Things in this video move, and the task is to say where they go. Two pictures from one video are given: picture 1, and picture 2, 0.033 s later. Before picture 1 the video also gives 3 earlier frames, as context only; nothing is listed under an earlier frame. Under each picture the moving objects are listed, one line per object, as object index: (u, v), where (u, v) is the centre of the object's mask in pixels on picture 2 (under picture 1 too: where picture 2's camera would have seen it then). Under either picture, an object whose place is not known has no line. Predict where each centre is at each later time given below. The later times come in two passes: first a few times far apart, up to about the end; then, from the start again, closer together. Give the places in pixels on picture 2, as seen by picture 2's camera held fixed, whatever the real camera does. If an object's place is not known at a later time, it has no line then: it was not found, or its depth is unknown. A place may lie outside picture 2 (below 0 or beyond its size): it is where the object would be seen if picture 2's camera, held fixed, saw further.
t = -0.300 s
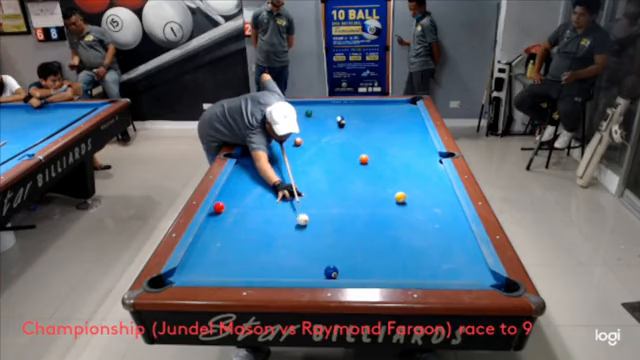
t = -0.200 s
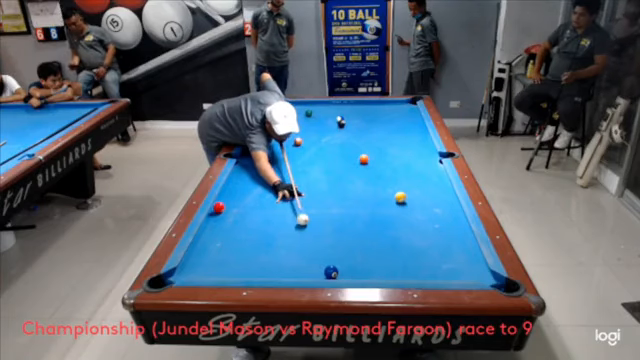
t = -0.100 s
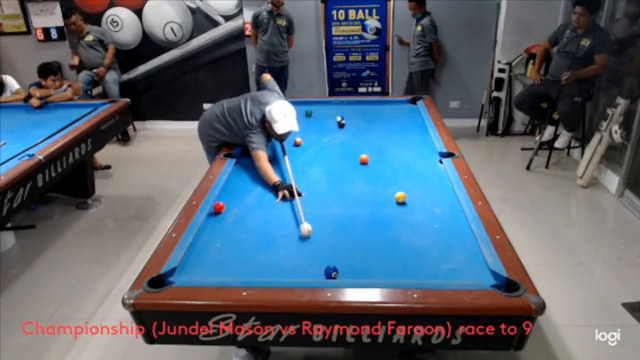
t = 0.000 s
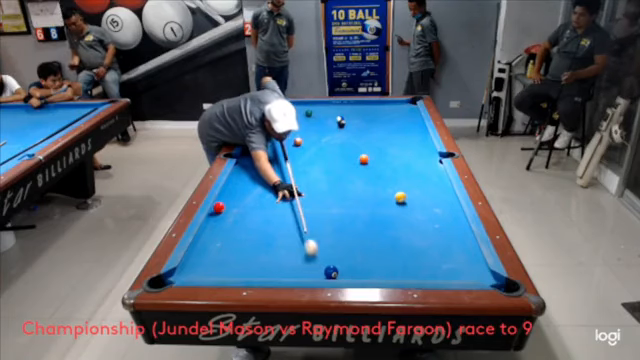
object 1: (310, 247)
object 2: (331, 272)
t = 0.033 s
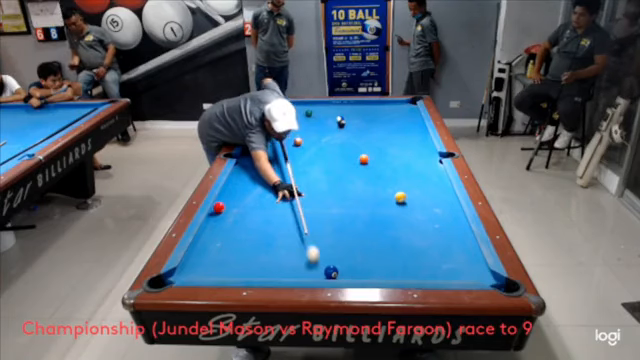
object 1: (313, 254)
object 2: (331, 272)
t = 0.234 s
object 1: (310, 267)
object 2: (348, 274)
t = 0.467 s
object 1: (305, 246)
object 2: (370, 274)
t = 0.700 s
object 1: (300, 229)
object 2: (389, 272)
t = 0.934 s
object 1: (296, 214)
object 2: (406, 269)
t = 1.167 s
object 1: (292, 201)
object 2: (422, 265)
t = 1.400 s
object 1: (289, 190)
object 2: (437, 263)
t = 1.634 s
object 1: (286, 180)
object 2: (450, 260)
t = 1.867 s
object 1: (284, 171)
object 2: (462, 258)
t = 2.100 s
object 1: (282, 163)
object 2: (472, 257)
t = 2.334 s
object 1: (280, 156)
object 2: (473, 255)
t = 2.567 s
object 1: (278, 150)
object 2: (468, 254)
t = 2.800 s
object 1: (277, 145)
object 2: (464, 254)
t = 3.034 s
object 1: (276, 140)
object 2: (461, 254)
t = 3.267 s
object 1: (275, 135)
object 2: (459, 254)
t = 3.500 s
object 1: (274, 131)
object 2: (459, 254)
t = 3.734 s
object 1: (274, 127)
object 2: (459, 254)
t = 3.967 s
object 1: (273, 124)
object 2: (459, 254)
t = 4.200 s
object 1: (272, 121)
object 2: (459, 254)
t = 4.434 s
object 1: (272, 118)
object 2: (459, 254)
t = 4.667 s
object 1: (272, 116)
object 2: (459, 254)
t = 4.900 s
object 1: (272, 114)
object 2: (459, 254)
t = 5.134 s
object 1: (272, 112)
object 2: (459, 254)
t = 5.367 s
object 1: (271, 111)
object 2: (459, 254)
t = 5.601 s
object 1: (271, 109)
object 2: (459, 254)
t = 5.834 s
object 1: (271, 108)
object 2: (459, 254)
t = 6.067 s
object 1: (271, 107)
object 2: (459, 254)
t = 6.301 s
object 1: (271, 106)
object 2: (459, 254)
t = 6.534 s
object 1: (271, 105)
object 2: (459, 254)
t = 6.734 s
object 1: (272, 104)
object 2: (459, 254)
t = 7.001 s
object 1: (272, 104)
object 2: (459, 254)
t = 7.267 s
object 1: (272, 104)
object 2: (459, 254)
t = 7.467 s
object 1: (272, 104)
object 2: (459, 254)
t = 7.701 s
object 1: (272, 103)
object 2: (459, 254)
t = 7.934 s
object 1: (272, 104)
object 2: (459, 254)
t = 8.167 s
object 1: (272, 104)
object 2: (459, 254)
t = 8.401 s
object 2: (459, 254)
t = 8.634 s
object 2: (459, 254)
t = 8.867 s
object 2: (459, 254)
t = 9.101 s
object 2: (459, 254)
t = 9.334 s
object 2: (459, 254)
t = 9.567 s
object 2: (459, 254)
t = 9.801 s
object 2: (459, 254)
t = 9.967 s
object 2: (459, 254)
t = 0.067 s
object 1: (315, 260)
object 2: (331, 272)
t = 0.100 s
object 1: (317, 268)
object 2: (331, 272)
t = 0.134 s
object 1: (314, 273)
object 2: (335, 272)
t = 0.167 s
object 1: (312, 273)
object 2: (340, 274)
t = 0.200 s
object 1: (311, 270)
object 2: (344, 274)
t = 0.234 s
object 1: (310, 267)
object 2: (348, 274)
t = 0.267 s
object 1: (310, 264)
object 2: (352, 275)
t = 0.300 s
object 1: (309, 261)
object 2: (355, 275)
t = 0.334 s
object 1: (308, 258)
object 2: (358, 275)
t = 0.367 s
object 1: (307, 255)
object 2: (361, 275)
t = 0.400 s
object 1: (306, 252)
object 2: (364, 274)
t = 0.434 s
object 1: (305, 249)
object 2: (367, 274)
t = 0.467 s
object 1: (305, 246)
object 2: (370, 274)
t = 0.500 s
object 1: (304, 244)
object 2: (373, 273)
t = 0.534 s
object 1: (303, 241)
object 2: (375, 273)
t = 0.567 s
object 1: (302, 239)
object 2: (378, 273)
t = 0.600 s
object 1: (302, 236)
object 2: (381, 272)
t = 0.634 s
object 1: (301, 234)
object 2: (384, 272)
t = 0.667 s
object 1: (300, 231)
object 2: (387, 272)
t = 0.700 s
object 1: (300, 229)
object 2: (389, 272)
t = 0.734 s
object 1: (299, 227)
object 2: (392, 272)
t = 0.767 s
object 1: (298, 224)
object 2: (394, 272)
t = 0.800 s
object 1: (298, 222)
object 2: (396, 271)
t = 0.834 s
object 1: (297, 220)
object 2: (399, 270)
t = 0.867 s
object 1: (297, 218)
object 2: (401, 270)
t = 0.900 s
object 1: (296, 216)
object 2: (404, 270)
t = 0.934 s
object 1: (296, 214)
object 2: (406, 269)
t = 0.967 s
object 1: (295, 212)
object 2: (409, 269)
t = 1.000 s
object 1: (295, 210)
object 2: (411, 268)
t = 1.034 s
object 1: (294, 208)
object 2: (413, 267)
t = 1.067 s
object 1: (294, 206)
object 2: (416, 267)
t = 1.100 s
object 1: (293, 205)
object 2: (418, 267)
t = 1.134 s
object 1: (293, 203)
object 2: (420, 266)
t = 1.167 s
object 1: (292, 201)
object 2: (422, 265)
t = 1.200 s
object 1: (292, 199)
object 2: (424, 264)
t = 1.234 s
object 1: (291, 198)
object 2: (427, 264)
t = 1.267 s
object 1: (291, 196)
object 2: (429, 264)
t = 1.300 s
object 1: (290, 195)
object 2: (431, 263)
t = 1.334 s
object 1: (290, 193)
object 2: (433, 263)
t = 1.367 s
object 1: (290, 192)
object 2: (435, 263)
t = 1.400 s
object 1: (289, 190)
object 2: (437, 263)
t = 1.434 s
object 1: (289, 188)
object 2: (439, 262)
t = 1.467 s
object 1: (288, 187)
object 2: (441, 262)
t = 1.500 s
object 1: (288, 185)
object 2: (443, 262)
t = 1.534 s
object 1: (287, 184)
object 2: (445, 261)
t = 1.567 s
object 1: (287, 183)
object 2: (446, 261)
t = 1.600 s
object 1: (287, 181)
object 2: (448, 260)
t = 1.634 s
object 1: (286, 180)
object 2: (450, 260)
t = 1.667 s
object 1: (286, 179)
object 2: (452, 260)
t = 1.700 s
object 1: (286, 177)
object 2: (454, 260)
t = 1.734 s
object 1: (285, 176)
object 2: (455, 259)
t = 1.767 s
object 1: (285, 175)
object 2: (457, 259)
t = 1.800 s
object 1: (285, 174)
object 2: (459, 259)
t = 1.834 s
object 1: (284, 172)
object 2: (460, 259)
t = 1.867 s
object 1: (284, 171)
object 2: (462, 258)
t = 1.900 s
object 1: (284, 170)
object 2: (464, 258)
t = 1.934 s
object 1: (284, 169)
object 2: (465, 258)
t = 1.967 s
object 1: (283, 168)
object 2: (467, 258)
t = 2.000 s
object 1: (283, 166)
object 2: (468, 257)
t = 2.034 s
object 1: (283, 165)
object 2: (470, 257)
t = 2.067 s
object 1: (282, 164)
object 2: (471, 256)
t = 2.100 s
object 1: (282, 163)
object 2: (472, 257)
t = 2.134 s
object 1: (281, 162)
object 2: (474, 256)
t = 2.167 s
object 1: (281, 161)
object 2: (474, 256)
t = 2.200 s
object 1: (281, 160)
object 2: (476, 256)
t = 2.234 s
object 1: (281, 159)
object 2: (475, 256)
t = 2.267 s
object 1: (281, 158)
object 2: (474, 256)
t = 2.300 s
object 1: (280, 158)
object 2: (473, 256)
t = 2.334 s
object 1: (280, 156)
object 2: (473, 255)
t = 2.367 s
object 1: (280, 156)
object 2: (472, 255)
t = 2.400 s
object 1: (280, 155)
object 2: (471, 255)
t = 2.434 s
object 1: (279, 154)
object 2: (471, 255)
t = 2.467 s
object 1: (279, 153)
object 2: (470, 255)
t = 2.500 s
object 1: (279, 152)
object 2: (469, 254)
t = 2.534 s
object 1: (279, 151)
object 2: (469, 254)
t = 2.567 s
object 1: (278, 150)
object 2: (468, 254)
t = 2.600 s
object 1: (278, 149)
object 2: (467, 254)
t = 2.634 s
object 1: (278, 148)
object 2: (467, 254)
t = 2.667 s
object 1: (278, 148)
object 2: (466, 254)
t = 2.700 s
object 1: (278, 147)
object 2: (465, 254)
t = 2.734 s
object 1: (278, 146)
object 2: (465, 254)
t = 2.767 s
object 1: (277, 145)
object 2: (464, 254)
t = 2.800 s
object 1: (277, 145)
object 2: (464, 254)
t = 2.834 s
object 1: (277, 144)
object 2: (463, 254)
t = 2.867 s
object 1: (277, 143)
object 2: (463, 254)
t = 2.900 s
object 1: (277, 142)
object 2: (462, 254)
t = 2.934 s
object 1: (276, 142)
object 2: (462, 254)
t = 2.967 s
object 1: (277, 141)
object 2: (461, 254)
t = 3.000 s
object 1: (276, 140)
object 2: (461, 254)
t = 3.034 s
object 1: (276, 140)
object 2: (461, 254)
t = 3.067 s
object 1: (276, 139)
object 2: (460, 254)
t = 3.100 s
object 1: (276, 138)
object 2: (460, 254)
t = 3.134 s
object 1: (276, 138)
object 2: (460, 254)
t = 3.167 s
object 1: (276, 137)
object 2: (460, 254)
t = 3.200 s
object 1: (276, 136)
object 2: (460, 254)
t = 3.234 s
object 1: (275, 136)
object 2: (459, 254)
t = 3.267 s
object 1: (275, 135)
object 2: (459, 254)
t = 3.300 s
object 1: (275, 134)
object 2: (459, 254)
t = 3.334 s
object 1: (275, 134)
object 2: (459, 254)
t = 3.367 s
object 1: (275, 133)
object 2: (459, 254)
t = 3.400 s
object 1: (275, 133)
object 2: (459, 254)
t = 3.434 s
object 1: (275, 132)
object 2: (459, 254)
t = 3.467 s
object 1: (275, 131)
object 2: (459, 254)
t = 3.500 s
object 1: (274, 131)
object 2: (459, 254)
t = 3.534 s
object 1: (274, 131)
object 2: (459, 254)
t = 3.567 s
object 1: (274, 130)
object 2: (459, 254)
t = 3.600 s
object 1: (274, 129)
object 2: (459, 254)
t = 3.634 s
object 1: (274, 129)
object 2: (459, 254)
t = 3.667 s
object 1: (274, 129)
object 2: (459, 254)
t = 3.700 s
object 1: (274, 128)
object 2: (459, 254)
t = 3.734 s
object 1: (274, 127)
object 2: (459, 254)
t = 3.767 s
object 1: (274, 127)
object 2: (459, 254)
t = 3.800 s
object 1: (274, 126)
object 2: (459, 254)
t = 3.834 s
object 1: (274, 126)
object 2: (459, 254)
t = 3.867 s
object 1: (273, 125)
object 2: (459, 254)
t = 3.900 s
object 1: (273, 125)
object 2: (459, 254)
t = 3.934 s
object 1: (273, 125)
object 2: (459, 254)
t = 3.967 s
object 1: (273, 124)
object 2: (459, 254)
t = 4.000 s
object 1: (273, 124)
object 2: (459, 254)
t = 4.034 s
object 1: (273, 123)
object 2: (459, 254)
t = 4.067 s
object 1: (273, 123)
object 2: (459, 254)
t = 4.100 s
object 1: (273, 122)
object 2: (459, 254)
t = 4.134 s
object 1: (273, 122)
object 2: (459, 254)
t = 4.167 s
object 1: (272, 121)
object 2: (459, 254)
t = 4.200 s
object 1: (272, 121)
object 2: (459, 254)
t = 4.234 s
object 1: (272, 121)
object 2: (459, 254)
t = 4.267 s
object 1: (272, 120)
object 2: (459, 254)
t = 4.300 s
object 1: (272, 120)
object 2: (459, 254)
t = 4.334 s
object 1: (272, 120)
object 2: (459, 254)
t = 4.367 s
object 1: (272, 119)
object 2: (459, 254)
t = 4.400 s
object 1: (272, 119)
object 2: (459, 254)
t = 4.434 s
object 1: (272, 118)
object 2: (459, 254)
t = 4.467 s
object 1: (272, 118)
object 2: (459, 254)
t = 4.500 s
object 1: (272, 118)
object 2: (459, 254)
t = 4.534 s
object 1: (272, 117)
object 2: (459, 254)
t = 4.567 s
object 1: (272, 117)
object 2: (459, 254)
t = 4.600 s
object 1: (272, 117)
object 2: (459, 254)
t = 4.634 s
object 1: (272, 116)
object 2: (459, 254)
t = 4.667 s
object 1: (272, 116)
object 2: (459, 254)
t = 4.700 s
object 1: (272, 116)
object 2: (459, 254)
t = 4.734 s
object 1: (272, 115)
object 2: (459, 254)
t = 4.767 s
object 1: (272, 115)
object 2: (459, 254)
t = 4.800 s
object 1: (272, 115)
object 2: (459, 254)
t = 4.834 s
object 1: (271, 114)
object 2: (459, 254)
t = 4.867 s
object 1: (272, 114)
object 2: (459, 254)
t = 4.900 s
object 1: (272, 114)
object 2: (459, 254)
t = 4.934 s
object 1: (272, 113)
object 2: (459, 254)
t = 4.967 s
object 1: (271, 113)
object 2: (459, 254)
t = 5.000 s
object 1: (272, 113)
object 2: (459, 254)
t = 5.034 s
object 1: (272, 112)
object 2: (459, 254)
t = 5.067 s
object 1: (271, 112)
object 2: (459, 254)
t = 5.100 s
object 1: (271, 112)
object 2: (459, 254)
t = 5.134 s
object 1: (272, 112)
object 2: (459, 254)
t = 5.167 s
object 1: (272, 112)
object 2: (459, 254)
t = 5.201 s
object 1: (272, 112)
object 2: (459, 254)
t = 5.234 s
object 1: (272, 111)
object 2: (459, 254)
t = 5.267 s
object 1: (272, 111)
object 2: (459, 254)
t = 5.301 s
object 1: (272, 111)
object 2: (459, 254)
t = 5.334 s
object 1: (271, 111)
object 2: (459, 254)
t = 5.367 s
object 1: (271, 111)
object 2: (459, 254)
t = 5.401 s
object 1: (272, 110)
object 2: (459, 254)
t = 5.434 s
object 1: (272, 109)
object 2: (459, 254)
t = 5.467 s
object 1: (272, 109)
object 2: (459, 254)
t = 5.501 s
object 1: (272, 109)
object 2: (459, 254)
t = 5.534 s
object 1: (272, 109)
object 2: (459, 254)
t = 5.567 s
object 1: (272, 109)
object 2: (459, 254)
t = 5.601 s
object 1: (271, 109)
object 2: (459, 254)
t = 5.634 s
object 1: (271, 109)
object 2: (459, 254)
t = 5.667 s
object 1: (271, 109)
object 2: (459, 254)
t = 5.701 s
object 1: (271, 109)
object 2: (459, 254)
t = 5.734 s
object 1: (271, 109)
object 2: (459, 254)
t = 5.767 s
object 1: (271, 108)
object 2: (459, 254)
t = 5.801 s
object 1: (271, 108)
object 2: (459, 254)
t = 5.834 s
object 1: (271, 108)
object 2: (459, 254)
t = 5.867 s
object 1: (271, 108)
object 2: (459, 254)
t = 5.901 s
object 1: (272, 107)
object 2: (459, 254)
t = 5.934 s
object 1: (272, 107)
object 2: (459, 254)
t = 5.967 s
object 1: (272, 107)
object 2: (459, 254)
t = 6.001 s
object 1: (271, 107)
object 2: (459, 254)
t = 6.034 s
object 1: (271, 107)
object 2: (459, 254)
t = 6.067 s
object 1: (271, 107)
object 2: (459, 254)
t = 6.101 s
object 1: (272, 107)
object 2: (459, 254)
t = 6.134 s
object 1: (272, 106)
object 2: (459, 254)
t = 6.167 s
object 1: (271, 106)
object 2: (459, 254)
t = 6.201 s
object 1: (271, 106)
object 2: (459, 254)
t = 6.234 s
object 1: (271, 106)
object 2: (459, 254)
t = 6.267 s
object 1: (271, 106)
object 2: (459, 254)
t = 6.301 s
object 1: (271, 106)
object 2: (459, 254)
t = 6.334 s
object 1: (271, 105)
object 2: (459, 254)
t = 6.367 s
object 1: (271, 105)
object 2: (459, 254)
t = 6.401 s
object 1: (271, 105)
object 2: (459, 254)
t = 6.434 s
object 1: (271, 105)
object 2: (459, 254)
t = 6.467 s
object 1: (271, 105)
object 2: (459, 254)
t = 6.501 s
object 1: (271, 105)
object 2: (459, 254)
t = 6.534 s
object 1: (271, 105)
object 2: (459, 254)
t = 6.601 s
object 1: (271, 105)
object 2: (459, 254)
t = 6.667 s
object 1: (271, 105)
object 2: (459, 254)
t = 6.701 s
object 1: (272, 104)
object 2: (459, 254)
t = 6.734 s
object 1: (272, 104)
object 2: (459, 254)
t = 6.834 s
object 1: (272, 104)
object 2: (459, 254)
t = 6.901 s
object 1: (272, 104)
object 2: (459, 254)
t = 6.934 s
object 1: (272, 104)
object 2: (459, 254)
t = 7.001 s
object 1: (272, 104)
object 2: (459, 254)
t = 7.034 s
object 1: (272, 104)
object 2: (459, 254)
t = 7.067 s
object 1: (272, 104)
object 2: (459, 254)
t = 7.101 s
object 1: (272, 104)
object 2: (459, 254)
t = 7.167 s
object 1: (272, 104)
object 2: (459, 254)
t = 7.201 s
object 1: (272, 104)
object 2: (459, 254)
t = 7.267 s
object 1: (272, 104)
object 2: (459, 254)
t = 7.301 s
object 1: (272, 104)
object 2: (459, 254)
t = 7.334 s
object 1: (272, 104)
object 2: (459, 254)
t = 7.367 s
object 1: (272, 104)
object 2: (459, 254)
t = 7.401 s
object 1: (272, 104)
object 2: (459, 254)
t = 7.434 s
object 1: (272, 104)
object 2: (459, 254)
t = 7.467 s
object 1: (272, 104)
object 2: (459, 254)
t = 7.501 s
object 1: (272, 104)
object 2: (459, 254)
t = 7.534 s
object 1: (272, 104)
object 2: (459, 254)
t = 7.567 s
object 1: (272, 104)
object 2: (459, 254)
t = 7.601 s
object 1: (272, 104)
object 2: (459, 254)
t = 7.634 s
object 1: (272, 104)
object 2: (459, 254)
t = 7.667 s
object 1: (272, 103)
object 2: (459, 254)
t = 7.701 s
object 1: (272, 103)
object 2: (459, 254)
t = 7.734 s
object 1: (272, 103)
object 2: (459, 254)
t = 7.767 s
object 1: (272, 103)
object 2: (459, 254)
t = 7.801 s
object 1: (272, 103)
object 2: (459, 254)
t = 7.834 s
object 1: (272, 103)
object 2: (459, 254)
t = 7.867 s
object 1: (272, 103)
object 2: (459, 254)
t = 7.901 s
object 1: (272, 103)
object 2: (459, 254)
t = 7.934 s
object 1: (272, 104)
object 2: (459, 254)
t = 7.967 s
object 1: (272, 104)
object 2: (459, 254)
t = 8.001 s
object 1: (272, 104)
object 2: (459, 254)
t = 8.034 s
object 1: (272, 104)
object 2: (459, 254)
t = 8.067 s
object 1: (272, 104)
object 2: (459, 254)
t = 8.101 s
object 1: (272, 104)
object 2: (459, 254)
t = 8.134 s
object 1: (272, 104)
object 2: (459, 254)
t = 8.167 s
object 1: (272, 104)
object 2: (459, 254)
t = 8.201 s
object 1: (272, 104)
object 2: (459, 254)
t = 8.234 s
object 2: (459, 254)
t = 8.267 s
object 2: (459, 254)
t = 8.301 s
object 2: (459, 254)
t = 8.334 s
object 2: (459, 254)
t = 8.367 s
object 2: (459, 254)
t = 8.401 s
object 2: (459, 254)
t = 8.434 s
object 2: (459, 254)
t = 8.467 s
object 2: (459, 254)
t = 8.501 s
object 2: (459, 254)
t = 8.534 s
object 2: (459, 254)
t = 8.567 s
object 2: (459, 254)
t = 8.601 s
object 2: (459, 254)
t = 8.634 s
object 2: (459, 254)
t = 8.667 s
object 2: (459, 254)
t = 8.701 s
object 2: (459, 254)
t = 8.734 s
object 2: (459, 254)
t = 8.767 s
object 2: (459, 254)
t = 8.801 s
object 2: (459, 254)
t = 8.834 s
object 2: (459, 254)
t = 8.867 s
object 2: (459, 254)
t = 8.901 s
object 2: (459, 254)
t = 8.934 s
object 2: (459, 254)
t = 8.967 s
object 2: (459, 254)
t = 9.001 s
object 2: (459, 254)
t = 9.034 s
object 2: (459, 254)
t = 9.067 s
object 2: (459, 254)
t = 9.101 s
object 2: (459, 254)
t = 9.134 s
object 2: (459, 254)
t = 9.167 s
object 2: (459, 254)
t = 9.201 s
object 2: (459, 254)
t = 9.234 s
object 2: (459, 254)
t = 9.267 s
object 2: (459, 254)
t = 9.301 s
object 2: (459, 254)
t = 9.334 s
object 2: (459, 254)
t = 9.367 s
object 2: (459, 254)
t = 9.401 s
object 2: (459, 254)
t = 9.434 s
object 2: (459, 254)
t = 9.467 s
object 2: (459, 254)
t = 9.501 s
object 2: (459, 254)
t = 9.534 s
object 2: (459, 254)
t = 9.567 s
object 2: (459, 254)
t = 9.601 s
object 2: (459, 254)
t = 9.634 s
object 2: (459, 254)
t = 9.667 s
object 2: (459, 254)
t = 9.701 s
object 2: (459, 254)
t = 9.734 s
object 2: (459, 254)
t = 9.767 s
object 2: (459, 254)
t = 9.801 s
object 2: (459, 254)
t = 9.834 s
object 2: (459, 254)
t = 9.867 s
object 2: (459, 254)
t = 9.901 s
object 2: (459, 254)
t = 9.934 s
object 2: (459, 254)
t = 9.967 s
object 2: (459, 254)
